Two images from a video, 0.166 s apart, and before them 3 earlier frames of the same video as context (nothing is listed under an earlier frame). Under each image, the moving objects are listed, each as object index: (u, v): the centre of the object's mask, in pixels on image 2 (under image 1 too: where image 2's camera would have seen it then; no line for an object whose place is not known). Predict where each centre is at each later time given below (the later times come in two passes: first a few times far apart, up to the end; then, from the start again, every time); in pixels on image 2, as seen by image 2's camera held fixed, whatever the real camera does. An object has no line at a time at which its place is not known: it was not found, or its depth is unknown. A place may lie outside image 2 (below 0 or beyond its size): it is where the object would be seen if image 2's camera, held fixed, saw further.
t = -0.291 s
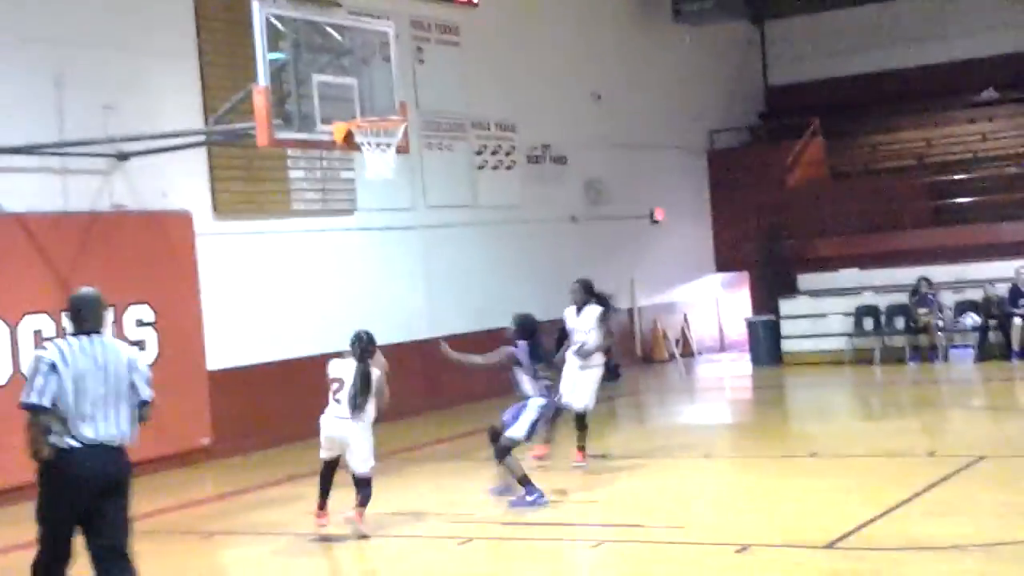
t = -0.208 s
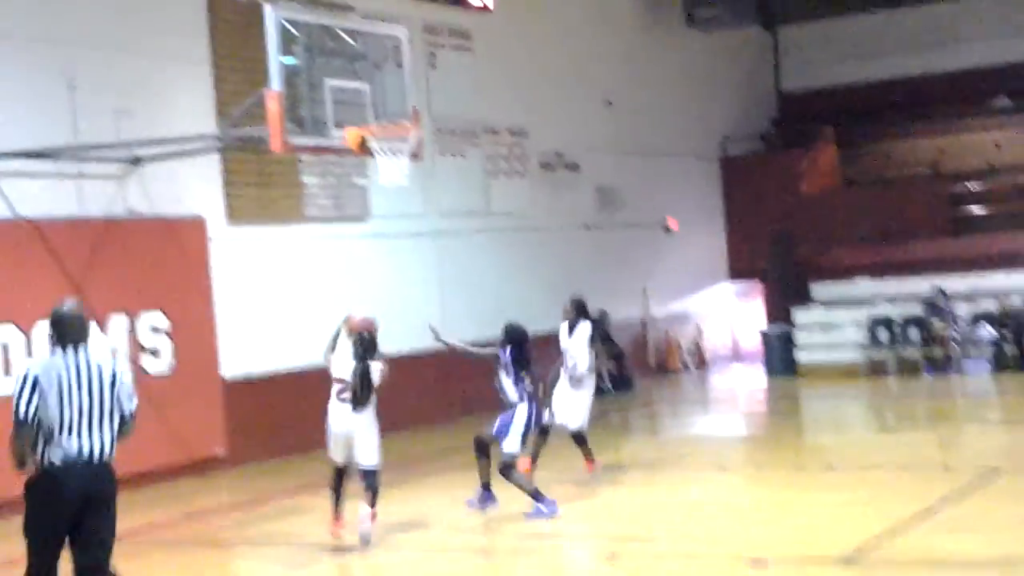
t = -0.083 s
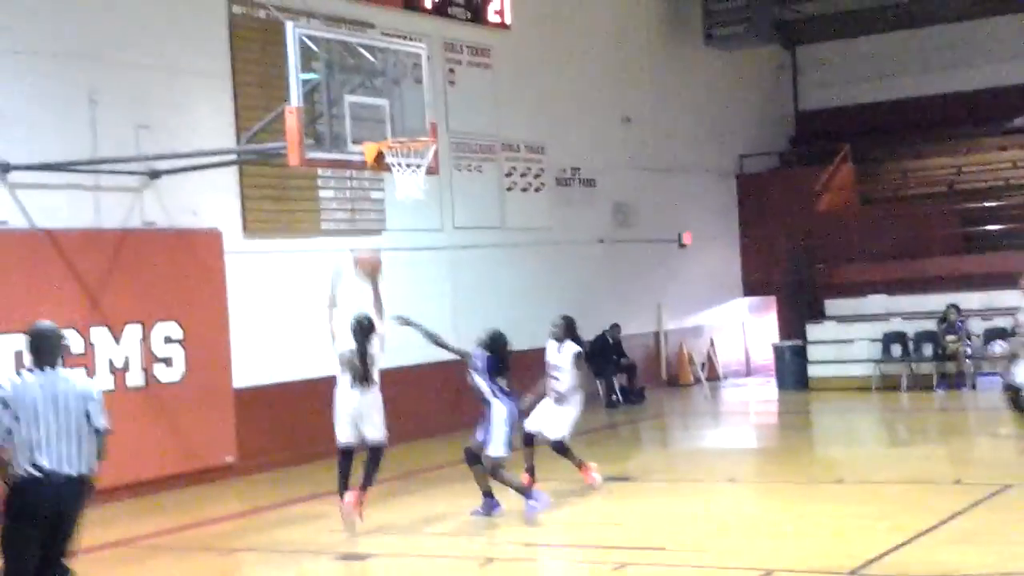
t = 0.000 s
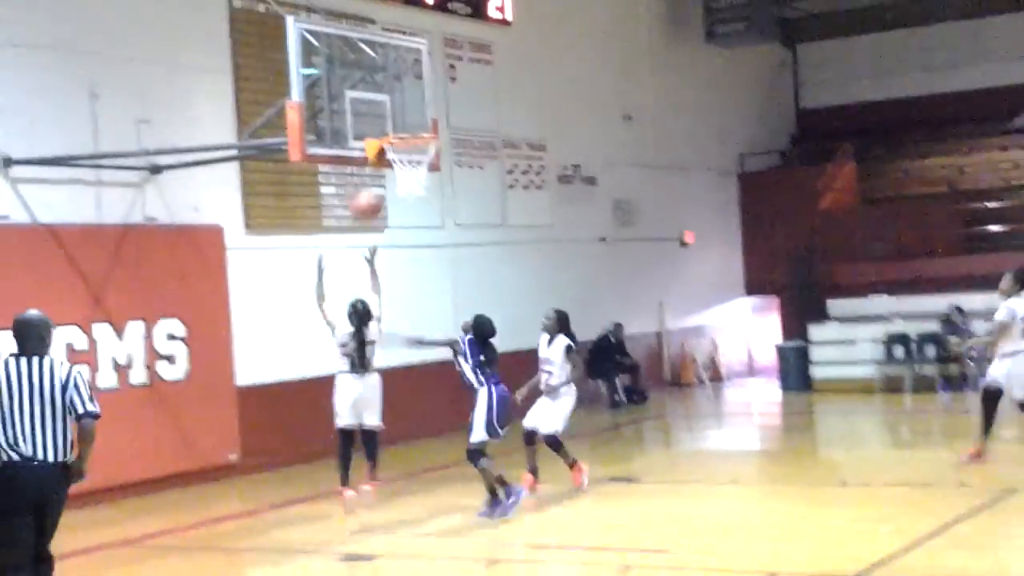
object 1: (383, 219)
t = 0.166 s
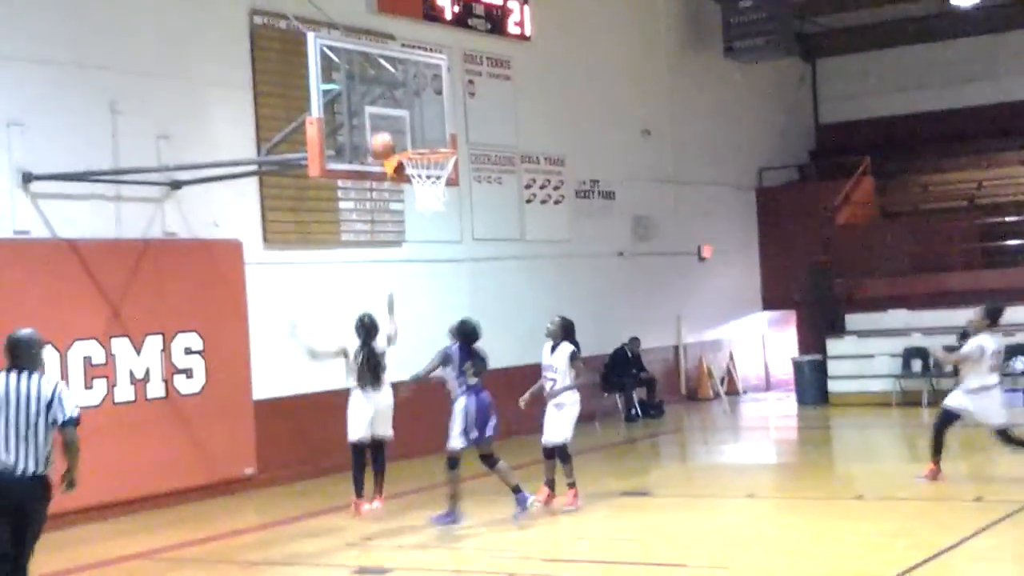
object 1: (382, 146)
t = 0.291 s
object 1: (389, 120)
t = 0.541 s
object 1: (456, 136)
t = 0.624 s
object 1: (469, 141)
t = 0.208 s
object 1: (381, 135)
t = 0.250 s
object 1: (380, 125)
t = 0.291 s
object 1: (389, 120)
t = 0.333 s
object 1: (401, 118)
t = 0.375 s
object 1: (411, 117)
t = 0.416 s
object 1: (423, 119)
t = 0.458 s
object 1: (433, 122)
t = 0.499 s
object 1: (443, 128)
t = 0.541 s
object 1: (456, 136)
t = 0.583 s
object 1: (463, 140)
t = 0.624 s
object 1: (469, 141)
